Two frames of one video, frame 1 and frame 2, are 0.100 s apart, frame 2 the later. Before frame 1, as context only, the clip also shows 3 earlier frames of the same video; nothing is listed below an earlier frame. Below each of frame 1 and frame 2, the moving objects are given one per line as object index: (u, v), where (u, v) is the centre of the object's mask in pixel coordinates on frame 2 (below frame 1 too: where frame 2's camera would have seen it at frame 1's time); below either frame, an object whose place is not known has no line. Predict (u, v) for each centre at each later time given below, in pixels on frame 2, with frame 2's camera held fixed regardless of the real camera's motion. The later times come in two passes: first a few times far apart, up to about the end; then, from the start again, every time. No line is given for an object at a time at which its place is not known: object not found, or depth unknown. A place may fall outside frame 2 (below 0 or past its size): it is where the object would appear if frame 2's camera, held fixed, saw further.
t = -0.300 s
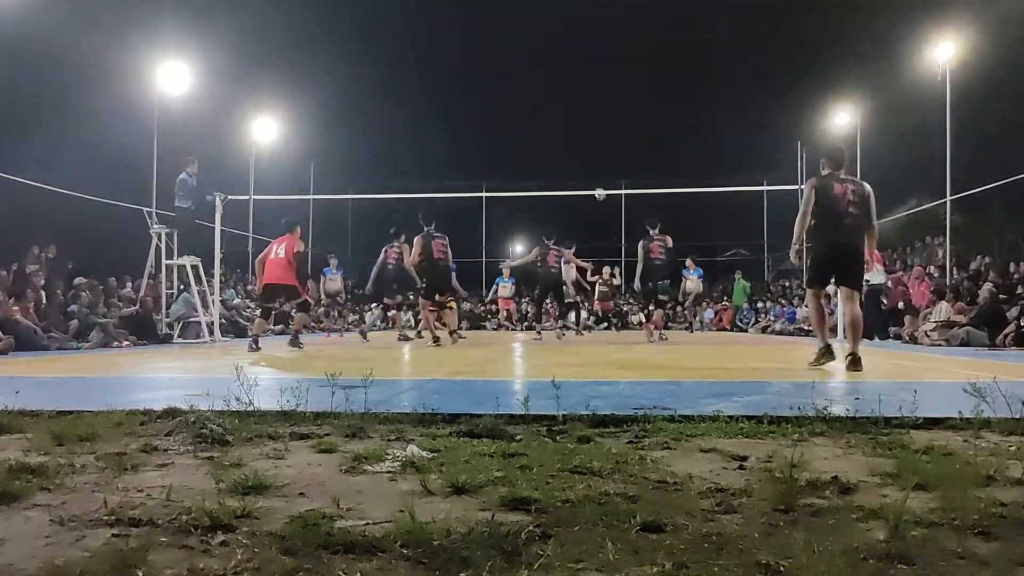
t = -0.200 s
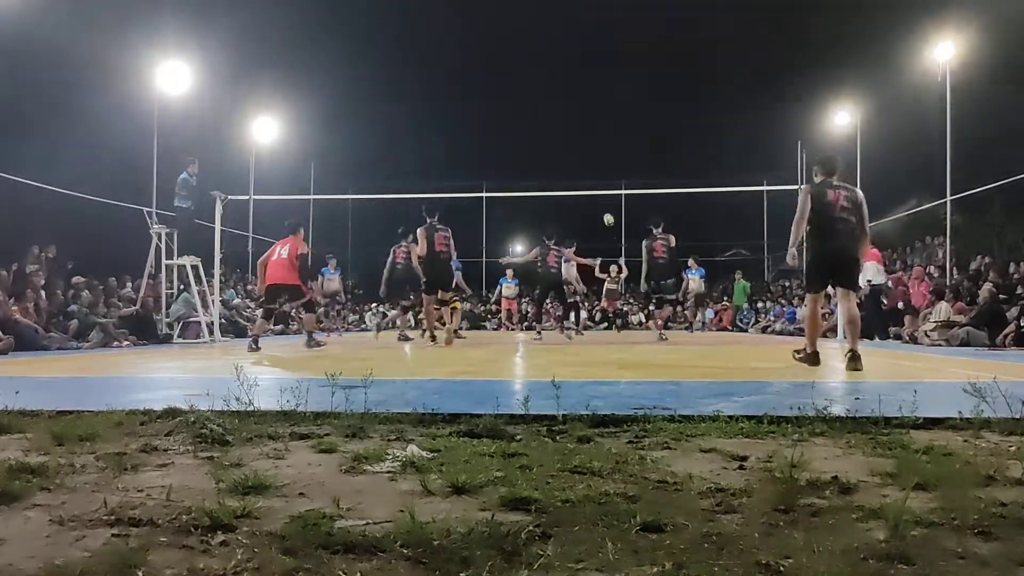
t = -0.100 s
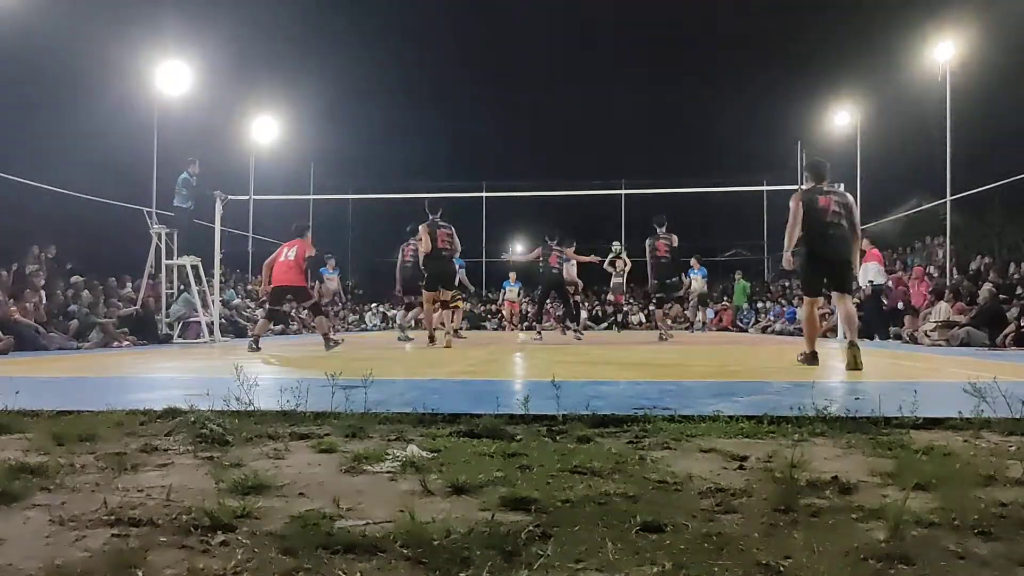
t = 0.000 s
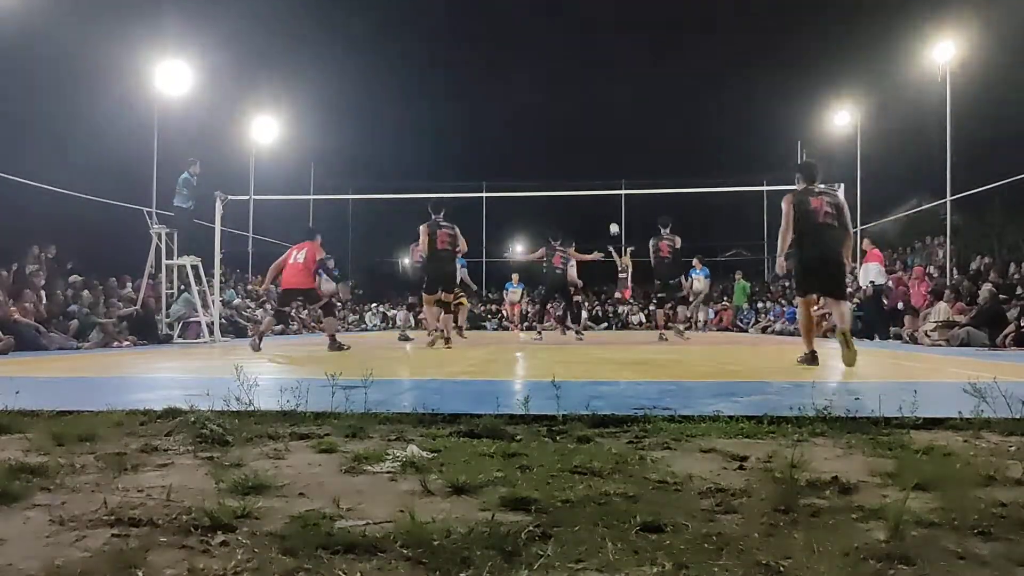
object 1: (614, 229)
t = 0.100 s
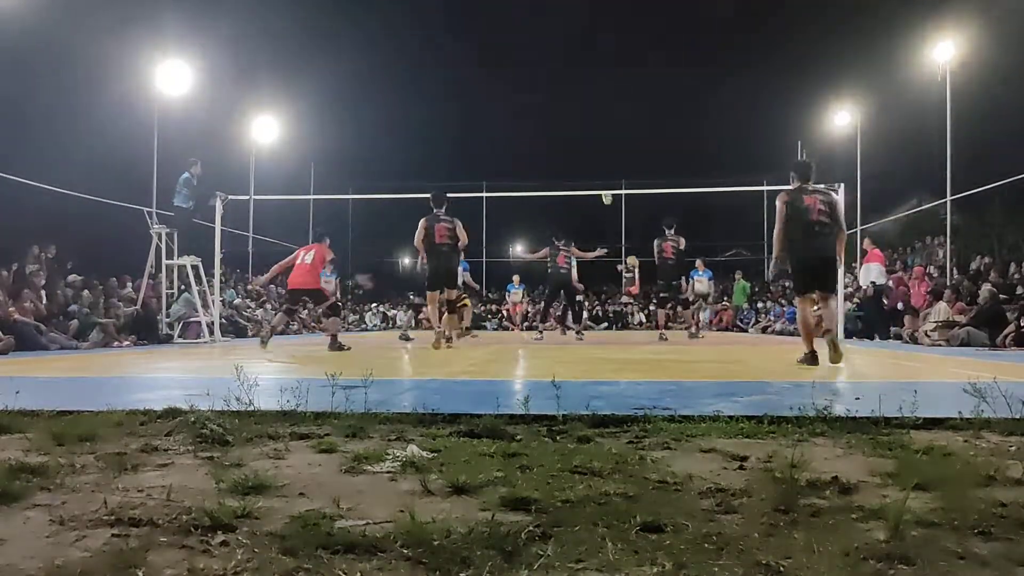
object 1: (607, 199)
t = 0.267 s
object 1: (594, 154)
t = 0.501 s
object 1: (575, 111)
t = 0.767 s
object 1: (551, 91)
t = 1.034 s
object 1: (525, 105)
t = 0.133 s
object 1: (604, 186)
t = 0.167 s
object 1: (602, 179)
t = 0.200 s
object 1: (599, 170)
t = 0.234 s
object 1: (597, 162)
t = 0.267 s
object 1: (594, 154)
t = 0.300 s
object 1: (591, 146)
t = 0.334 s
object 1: (589, 139)
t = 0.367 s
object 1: (586, 133)
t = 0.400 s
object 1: (583, 127)
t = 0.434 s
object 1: (581, 121)
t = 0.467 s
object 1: (578, 116)
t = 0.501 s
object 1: (575, 111)
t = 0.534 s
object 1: (572, 107)
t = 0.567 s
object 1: (569, 103)
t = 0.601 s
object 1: (566, 100)
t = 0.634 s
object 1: (563, 98)
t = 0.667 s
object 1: (560, 95)
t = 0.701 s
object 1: (557, 93)
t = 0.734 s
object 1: (554, 92)
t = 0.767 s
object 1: (551, 91)
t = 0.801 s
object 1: (548, 92)
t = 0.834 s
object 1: (545, 92)
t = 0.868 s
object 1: (541, 93)
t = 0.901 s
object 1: (538, 94)
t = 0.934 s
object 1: (535, 96)
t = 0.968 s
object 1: (532, 99)
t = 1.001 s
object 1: (528, 102)
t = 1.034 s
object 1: (525, 105)
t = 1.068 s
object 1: (522, 110)
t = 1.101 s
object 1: (518, 115)
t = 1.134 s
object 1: (515, 120)
